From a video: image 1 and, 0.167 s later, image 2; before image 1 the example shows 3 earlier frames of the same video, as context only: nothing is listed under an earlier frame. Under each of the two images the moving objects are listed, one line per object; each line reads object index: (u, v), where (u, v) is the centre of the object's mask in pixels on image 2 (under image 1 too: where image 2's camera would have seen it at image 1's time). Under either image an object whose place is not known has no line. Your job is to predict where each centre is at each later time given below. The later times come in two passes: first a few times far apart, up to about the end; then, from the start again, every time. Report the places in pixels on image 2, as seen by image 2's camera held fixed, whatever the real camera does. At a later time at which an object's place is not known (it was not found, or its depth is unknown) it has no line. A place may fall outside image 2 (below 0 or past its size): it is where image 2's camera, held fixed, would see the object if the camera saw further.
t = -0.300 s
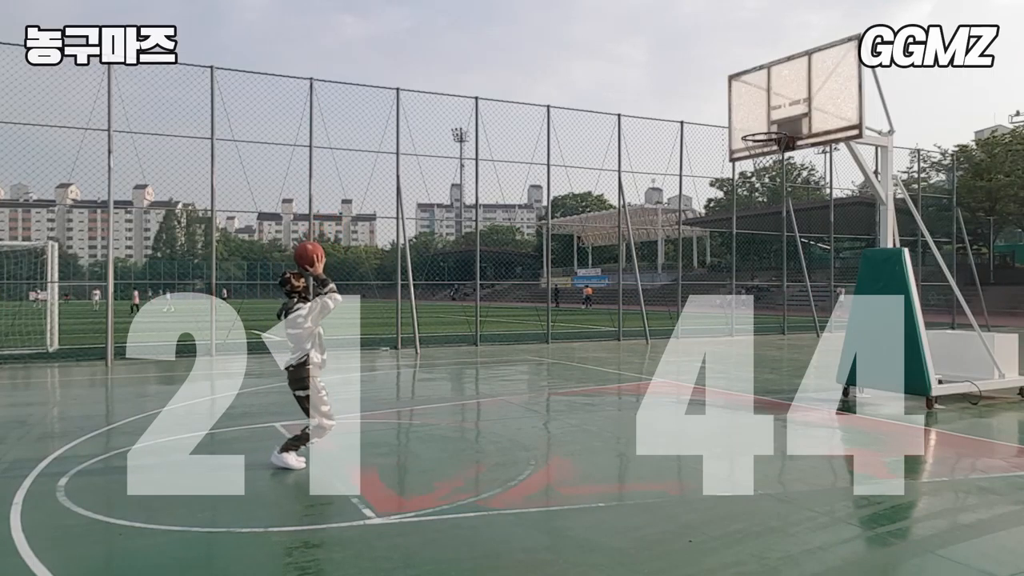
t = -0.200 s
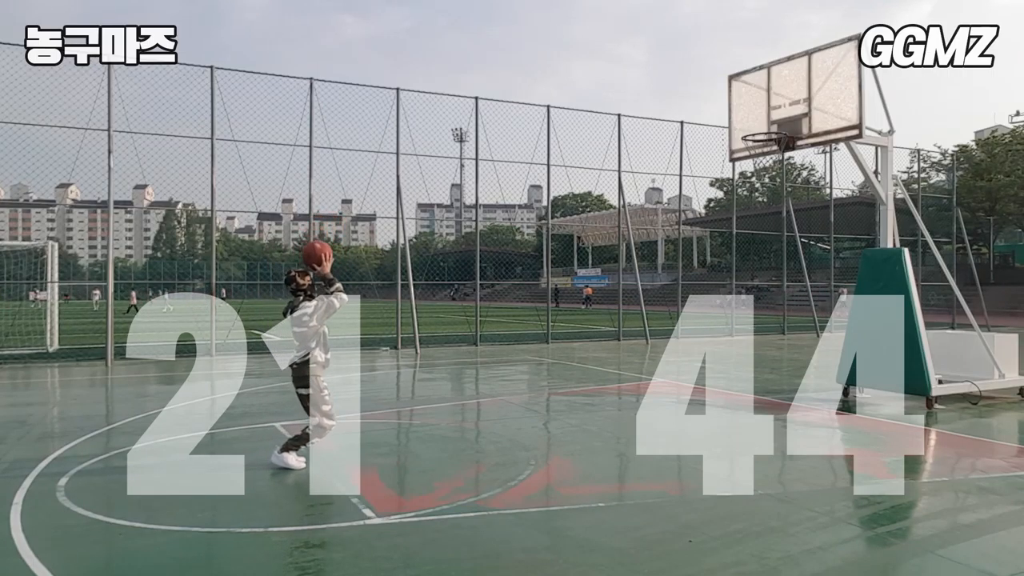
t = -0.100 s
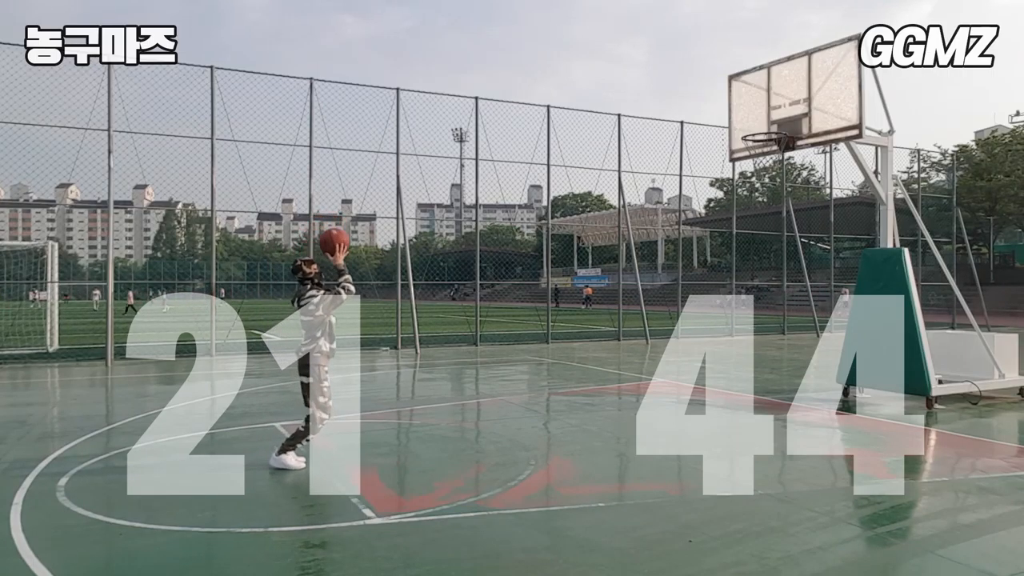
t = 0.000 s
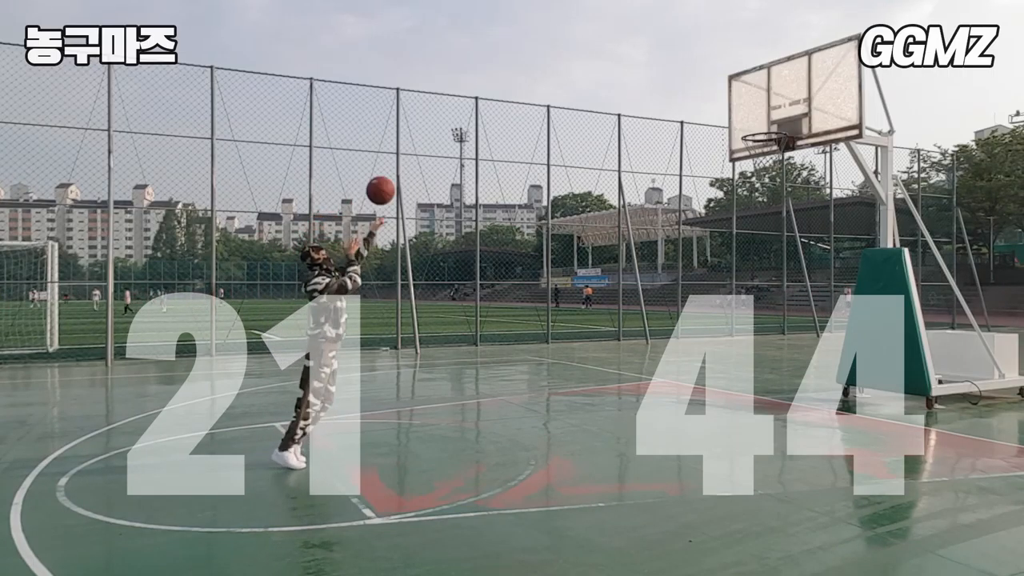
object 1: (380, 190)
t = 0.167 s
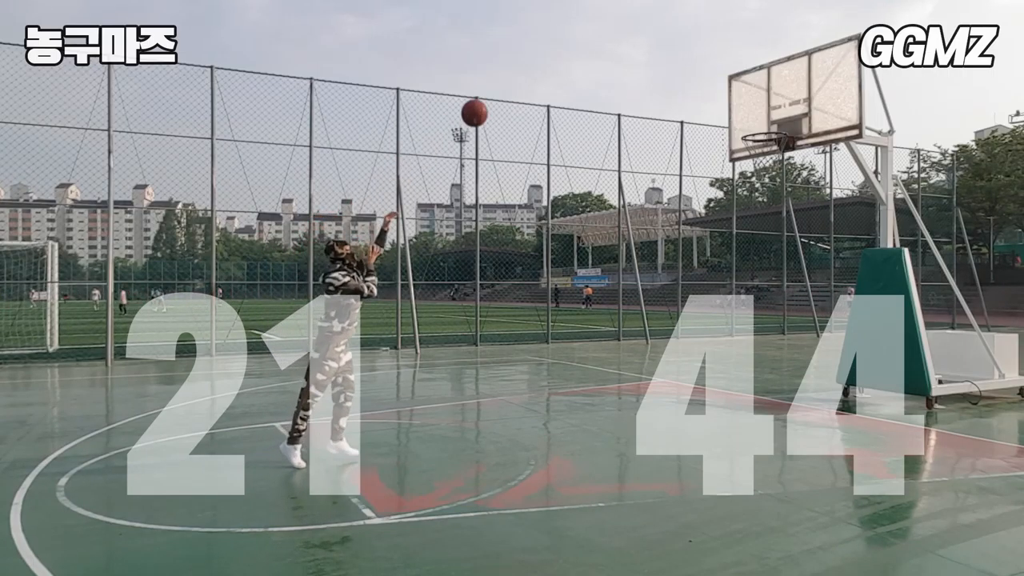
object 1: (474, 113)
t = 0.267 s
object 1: (525, 86)
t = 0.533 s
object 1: (643, 69)
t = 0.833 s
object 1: (749, 123)
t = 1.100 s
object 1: (779, 106)
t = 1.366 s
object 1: (775, 125)
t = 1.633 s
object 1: (749, 160)
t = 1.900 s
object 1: (741, 254)
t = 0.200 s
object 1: (492, 102)
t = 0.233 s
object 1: (509, 93)
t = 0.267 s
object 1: (525, 86)
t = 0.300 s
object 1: (541, 80)
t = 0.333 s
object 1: (557, 75)
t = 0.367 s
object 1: (572, 71)
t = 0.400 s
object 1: (587, 68)
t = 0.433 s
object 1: (601, 67)
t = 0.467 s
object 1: (616, 67)
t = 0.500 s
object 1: (629, 68)
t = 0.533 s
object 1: (643, 69)
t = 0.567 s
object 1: (656, 72)
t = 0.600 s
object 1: (669, 76)
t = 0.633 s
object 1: (682, 81)
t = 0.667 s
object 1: (694, 87)
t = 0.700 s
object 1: (706, 94)
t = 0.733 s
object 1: (718, 101)
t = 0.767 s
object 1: (730, 110)
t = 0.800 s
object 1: (741, 119)
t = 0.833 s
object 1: (749, 123)
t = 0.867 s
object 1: (753, 117)
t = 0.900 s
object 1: (757, 112)
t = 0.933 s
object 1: (760, 109)
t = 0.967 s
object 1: (764, 106)
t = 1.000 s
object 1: (768, 105)
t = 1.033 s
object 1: (771, 104)
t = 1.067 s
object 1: (775, 104)
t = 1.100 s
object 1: (779, 106)
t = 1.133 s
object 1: (782, 108)
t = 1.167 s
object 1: (786, 112)
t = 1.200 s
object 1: (784, 112)
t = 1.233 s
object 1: (782, 113)
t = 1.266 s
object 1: (781, 115)
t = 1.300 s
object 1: (779, 117)
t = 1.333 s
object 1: (777, 121)
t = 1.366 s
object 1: (775, 125)
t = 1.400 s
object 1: (772, 130)
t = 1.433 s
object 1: (768, 135)
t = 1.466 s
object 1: (765, 140)
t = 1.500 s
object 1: (761, 145)
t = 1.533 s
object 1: (757, 150)
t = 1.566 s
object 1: (754, 155)
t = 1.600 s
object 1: (751, 157)
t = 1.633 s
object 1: (749, 160)
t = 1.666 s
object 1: (748, 164)
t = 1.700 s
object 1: (747, 167)
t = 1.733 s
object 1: (747, 172)
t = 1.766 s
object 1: (746, 177)
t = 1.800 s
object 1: (744, 191)
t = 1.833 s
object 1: (743, 209)
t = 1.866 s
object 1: (742, 230)
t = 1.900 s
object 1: (741, 254)
